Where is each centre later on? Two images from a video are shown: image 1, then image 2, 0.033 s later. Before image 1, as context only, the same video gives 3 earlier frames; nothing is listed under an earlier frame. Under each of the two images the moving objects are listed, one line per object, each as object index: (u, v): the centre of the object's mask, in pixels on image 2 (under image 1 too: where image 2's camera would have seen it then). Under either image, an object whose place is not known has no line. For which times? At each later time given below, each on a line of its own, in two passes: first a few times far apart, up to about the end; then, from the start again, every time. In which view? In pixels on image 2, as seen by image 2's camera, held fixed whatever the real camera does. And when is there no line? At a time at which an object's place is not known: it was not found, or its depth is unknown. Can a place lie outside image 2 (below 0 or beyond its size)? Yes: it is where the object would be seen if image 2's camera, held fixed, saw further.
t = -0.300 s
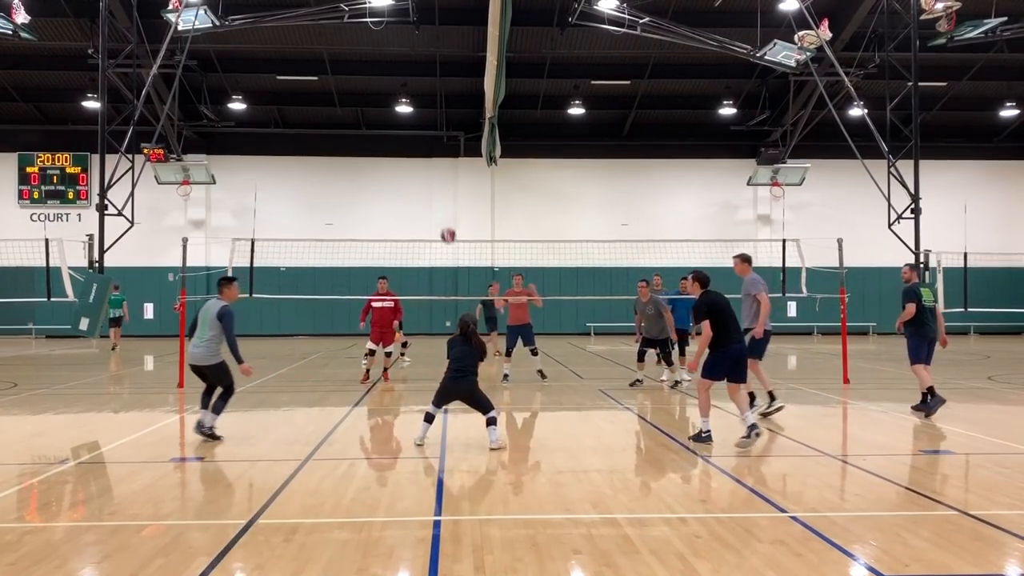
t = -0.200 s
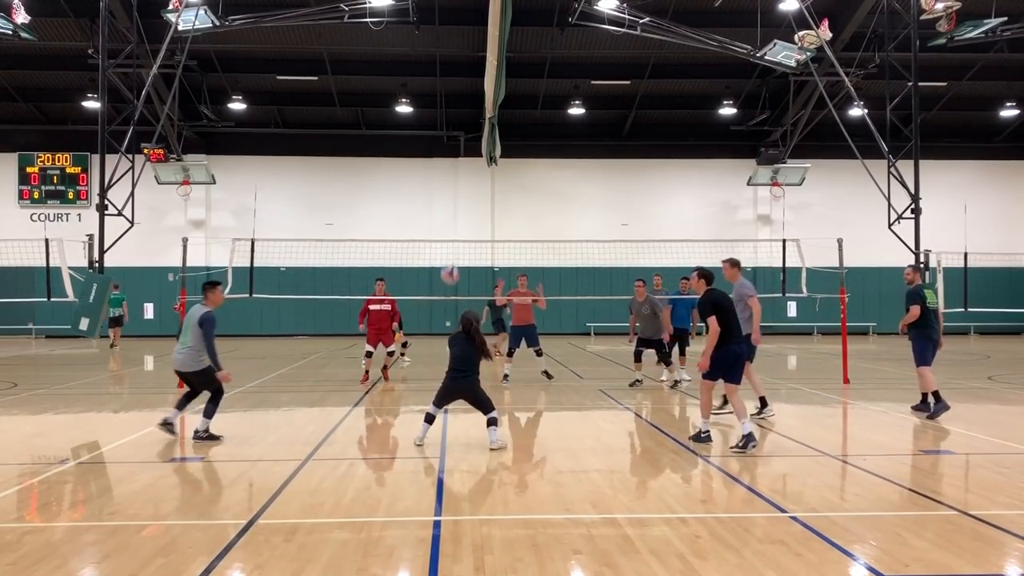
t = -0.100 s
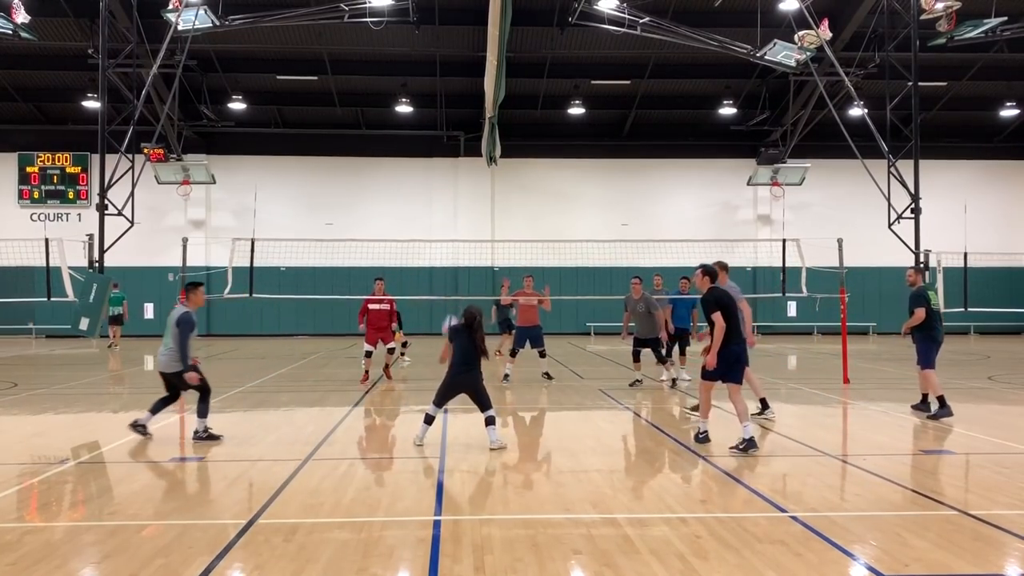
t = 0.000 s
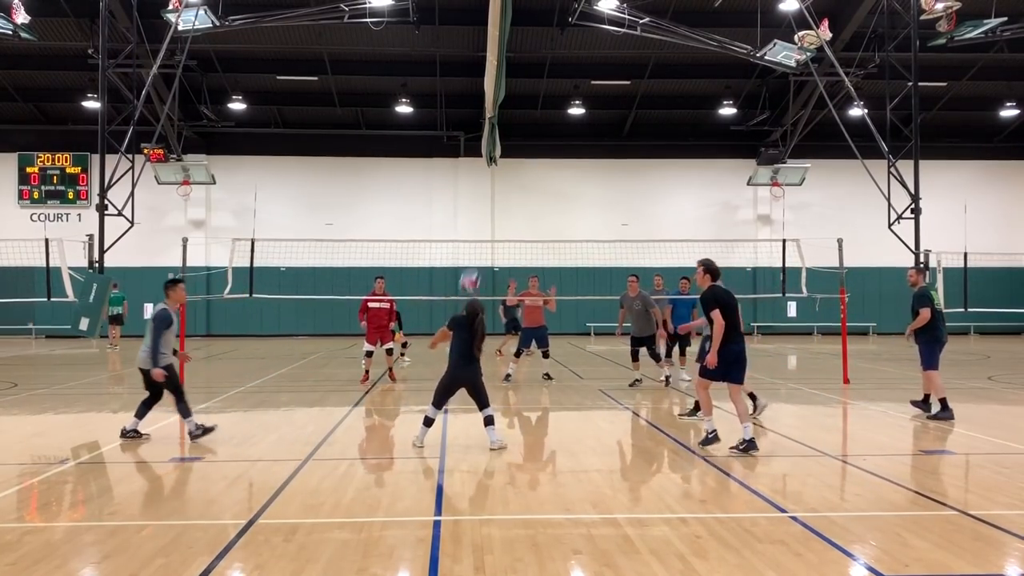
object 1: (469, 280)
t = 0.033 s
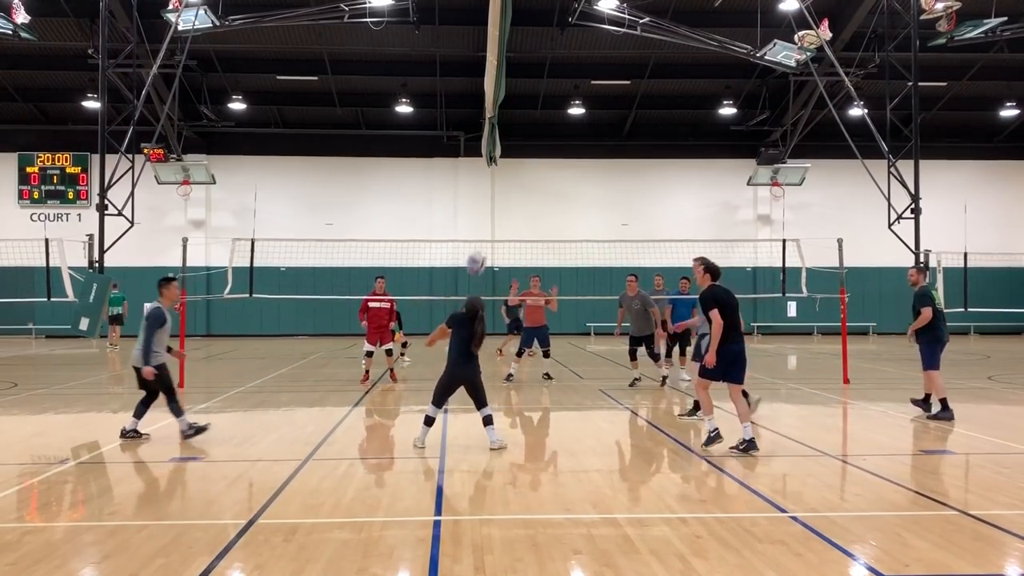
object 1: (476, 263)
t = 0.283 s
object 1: (524, 162)
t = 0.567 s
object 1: (573, 125)
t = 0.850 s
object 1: (618, 152)
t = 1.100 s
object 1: (654, 228)
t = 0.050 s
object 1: (479, 253)
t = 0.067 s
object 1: (482, 245)
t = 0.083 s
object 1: (486, 238)
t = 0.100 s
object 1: (489, 229)
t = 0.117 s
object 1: (492, 222)
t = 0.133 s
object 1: (496, 215)
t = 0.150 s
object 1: (499, 209)
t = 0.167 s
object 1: (501, 203)
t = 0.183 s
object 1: (505, 195)
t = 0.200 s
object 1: (508, 190)
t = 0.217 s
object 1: (511, 184)
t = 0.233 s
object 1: (514, 178)
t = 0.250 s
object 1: (517, 174)
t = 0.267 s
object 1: (520, 168)
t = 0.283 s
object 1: (524, 162)
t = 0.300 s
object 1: (527, 158)
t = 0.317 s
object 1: (530, 154)
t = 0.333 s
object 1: (533, 150)
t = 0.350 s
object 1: (535, 148)
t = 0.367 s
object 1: (538, 145)
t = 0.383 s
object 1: (541, 142)
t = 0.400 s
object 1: (544, 139)
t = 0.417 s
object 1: (547, 136)
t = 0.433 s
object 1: (550, 134)
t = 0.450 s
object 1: (553, 132)
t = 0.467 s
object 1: (556, 130)
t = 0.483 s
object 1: (559, 128)
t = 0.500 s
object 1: (561, 127)
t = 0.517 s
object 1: (564, 126)
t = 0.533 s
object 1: (567, 125)
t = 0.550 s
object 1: (570, 125)
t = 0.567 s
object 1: (573, 125)
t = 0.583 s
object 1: (575, 125)
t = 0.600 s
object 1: (578, 125)
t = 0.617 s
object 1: (581, 125)
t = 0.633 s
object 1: (584, 125)
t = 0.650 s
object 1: (587, 126)
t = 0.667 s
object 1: (589, 128)
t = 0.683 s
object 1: (592, 129)
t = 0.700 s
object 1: (595, 130)
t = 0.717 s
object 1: (597, 132)
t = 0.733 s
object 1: (600, 134)
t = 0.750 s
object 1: (603, 136)
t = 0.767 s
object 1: (605, 138)
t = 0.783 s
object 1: (608, 141)
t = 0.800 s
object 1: (611, 144)
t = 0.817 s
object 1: (613, 147)
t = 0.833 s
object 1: (616, 149)
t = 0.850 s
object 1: (618, 152)
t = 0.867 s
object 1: (621, 156)
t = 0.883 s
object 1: (623, 160)
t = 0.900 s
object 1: (626, 164)
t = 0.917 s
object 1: (629, 169)
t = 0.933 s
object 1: (631, 175)
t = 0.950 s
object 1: (633, 178)
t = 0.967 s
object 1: (636, 183)
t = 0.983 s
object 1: (638, 188)
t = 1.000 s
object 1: (640, 193)
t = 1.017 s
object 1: (642, 198)
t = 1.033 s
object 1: (645, 204)
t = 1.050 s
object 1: (647, 209)
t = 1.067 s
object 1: (650, 216)
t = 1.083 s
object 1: (652, 222)
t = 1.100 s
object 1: (654, 228)
